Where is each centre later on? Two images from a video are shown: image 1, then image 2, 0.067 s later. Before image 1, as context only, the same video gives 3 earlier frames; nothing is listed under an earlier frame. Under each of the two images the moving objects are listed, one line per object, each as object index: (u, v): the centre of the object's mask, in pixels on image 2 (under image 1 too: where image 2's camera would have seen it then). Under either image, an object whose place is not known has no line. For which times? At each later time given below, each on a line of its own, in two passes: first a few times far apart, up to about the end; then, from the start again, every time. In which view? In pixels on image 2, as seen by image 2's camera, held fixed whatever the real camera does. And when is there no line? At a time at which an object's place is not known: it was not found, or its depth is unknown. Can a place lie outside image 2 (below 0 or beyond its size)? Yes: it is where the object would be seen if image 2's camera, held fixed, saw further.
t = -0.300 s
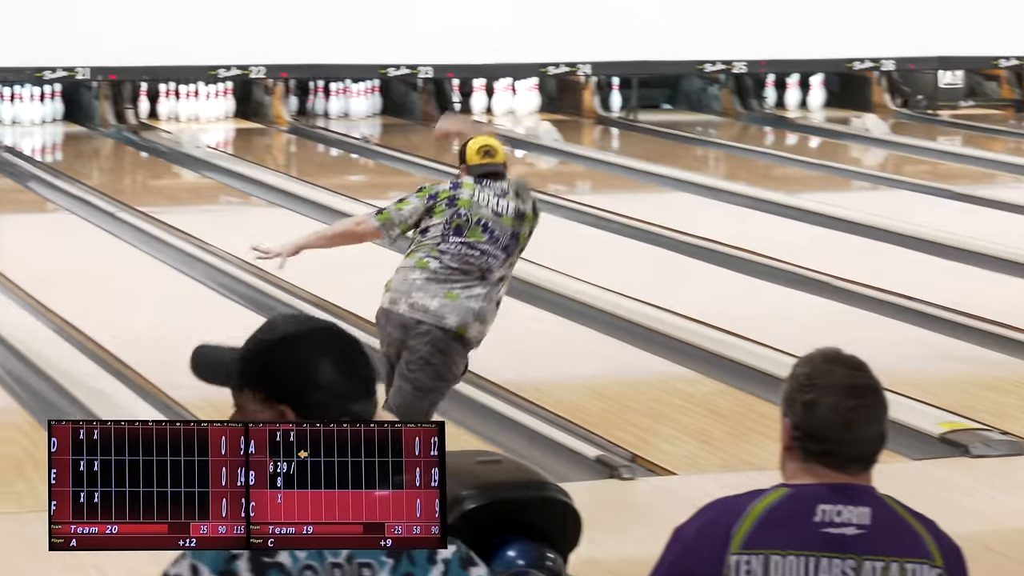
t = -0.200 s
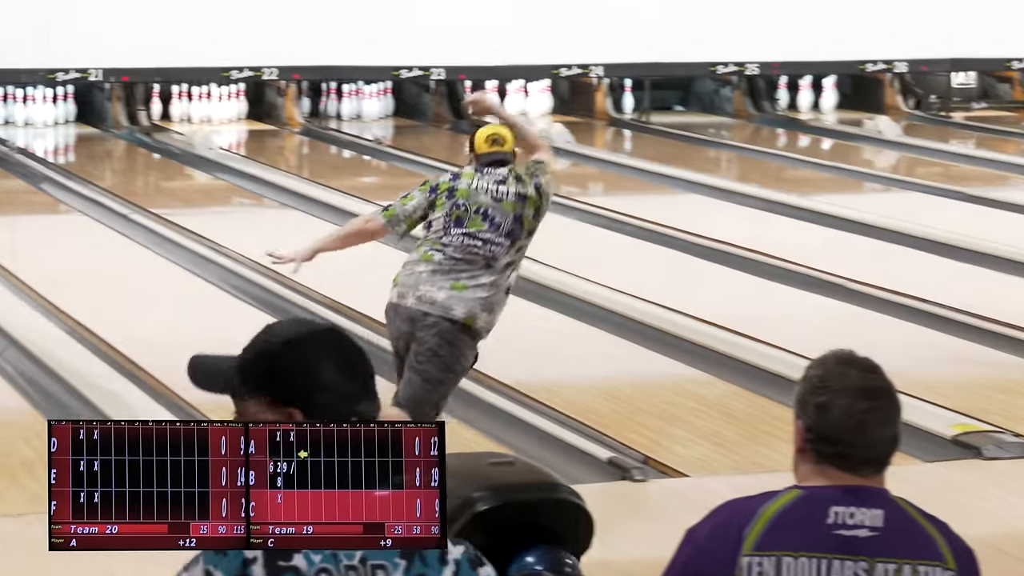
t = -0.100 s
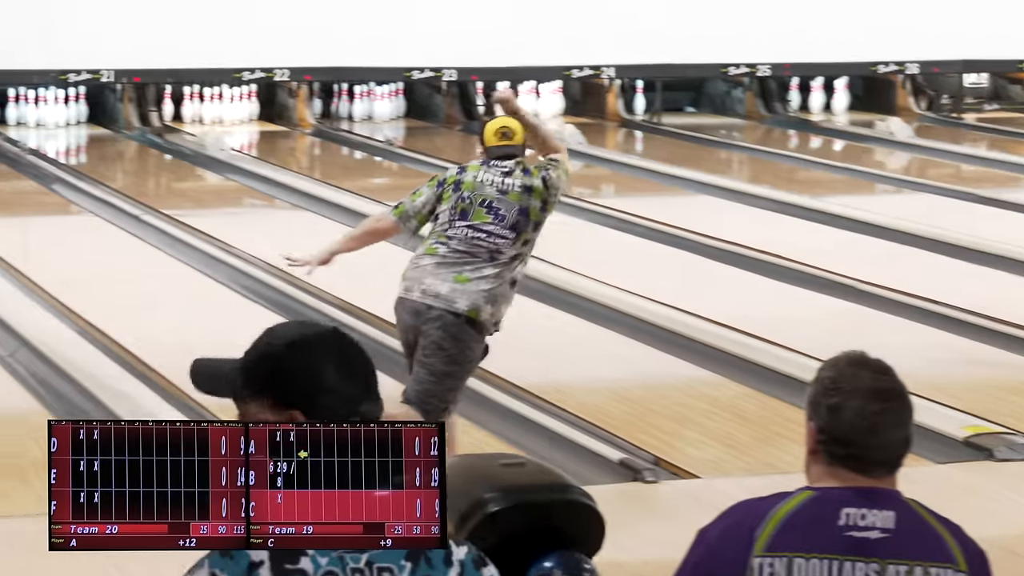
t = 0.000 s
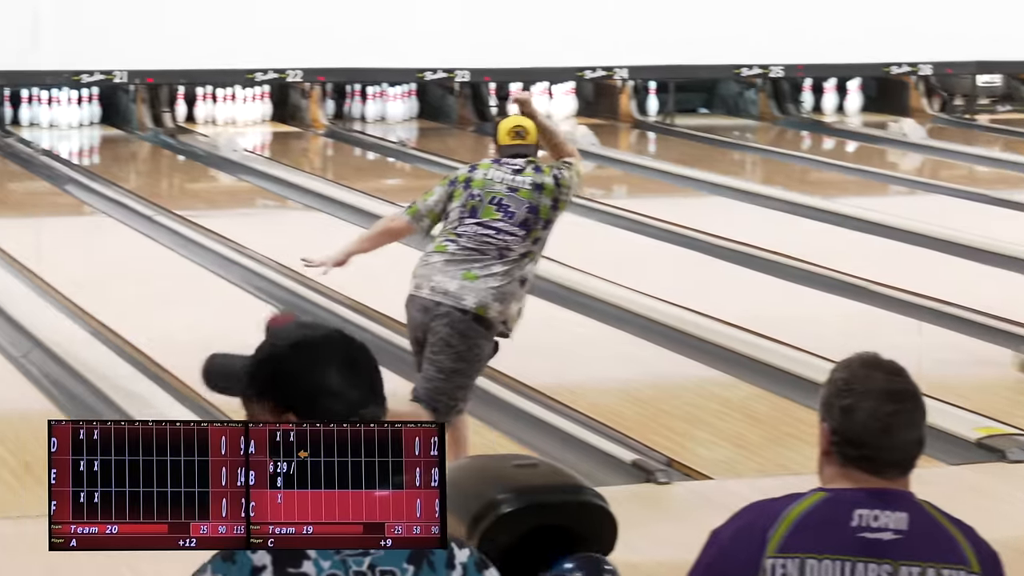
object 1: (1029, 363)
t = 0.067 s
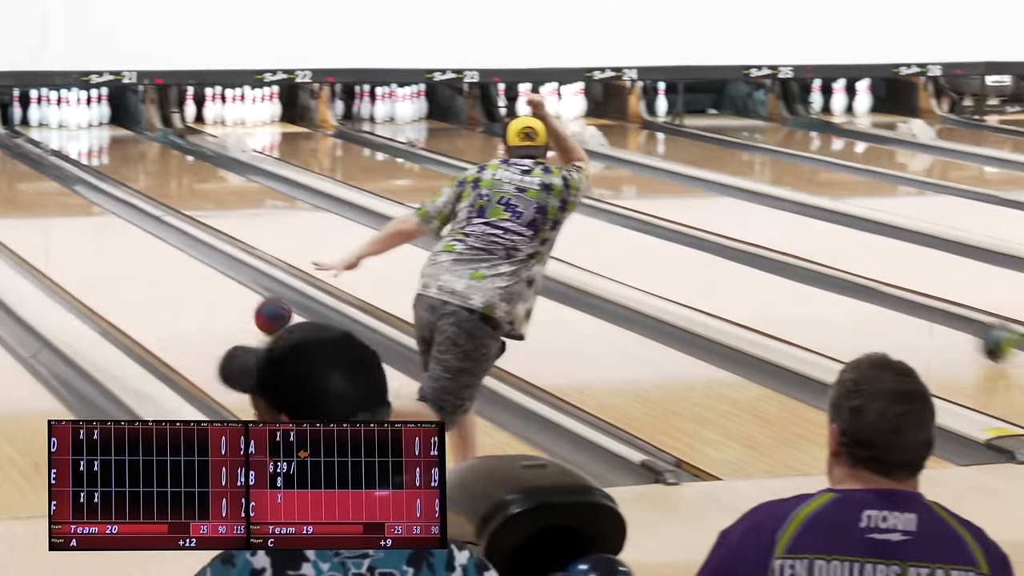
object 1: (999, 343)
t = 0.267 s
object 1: (868, 300)
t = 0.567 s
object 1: (710, 249)
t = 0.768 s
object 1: (627, 221)
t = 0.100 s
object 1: (976, 336)
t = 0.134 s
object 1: (953, 327)
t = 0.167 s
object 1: (929, 319)
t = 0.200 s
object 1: (907, 314)
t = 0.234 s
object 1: (887, 306)
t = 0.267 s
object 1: (868, 300)
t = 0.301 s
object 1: (848, 292)
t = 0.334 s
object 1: (827, 286)
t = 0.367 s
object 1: (809, 282)
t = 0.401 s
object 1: (792, 276)
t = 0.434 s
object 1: (776, 271)
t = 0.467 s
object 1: (758, 266)
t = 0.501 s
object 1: (740, 260)
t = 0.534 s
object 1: (725, 254)
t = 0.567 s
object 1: (710, 249)
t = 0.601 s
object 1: (695, 243)
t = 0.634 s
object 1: (679, 238)
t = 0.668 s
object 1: (667, 233)
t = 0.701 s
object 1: (653, 229)
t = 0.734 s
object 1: (639, 224)
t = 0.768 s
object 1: (627, 221)
